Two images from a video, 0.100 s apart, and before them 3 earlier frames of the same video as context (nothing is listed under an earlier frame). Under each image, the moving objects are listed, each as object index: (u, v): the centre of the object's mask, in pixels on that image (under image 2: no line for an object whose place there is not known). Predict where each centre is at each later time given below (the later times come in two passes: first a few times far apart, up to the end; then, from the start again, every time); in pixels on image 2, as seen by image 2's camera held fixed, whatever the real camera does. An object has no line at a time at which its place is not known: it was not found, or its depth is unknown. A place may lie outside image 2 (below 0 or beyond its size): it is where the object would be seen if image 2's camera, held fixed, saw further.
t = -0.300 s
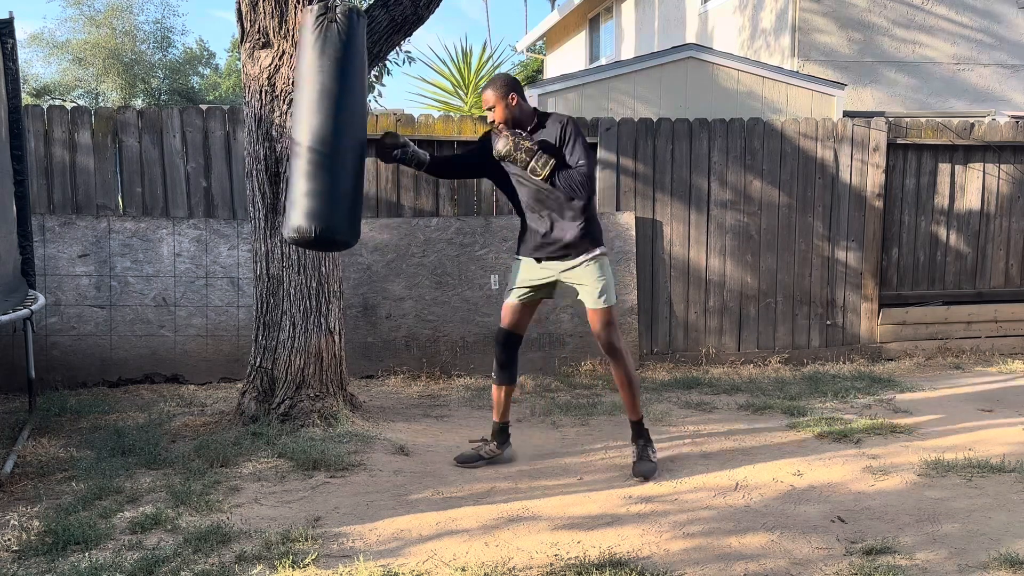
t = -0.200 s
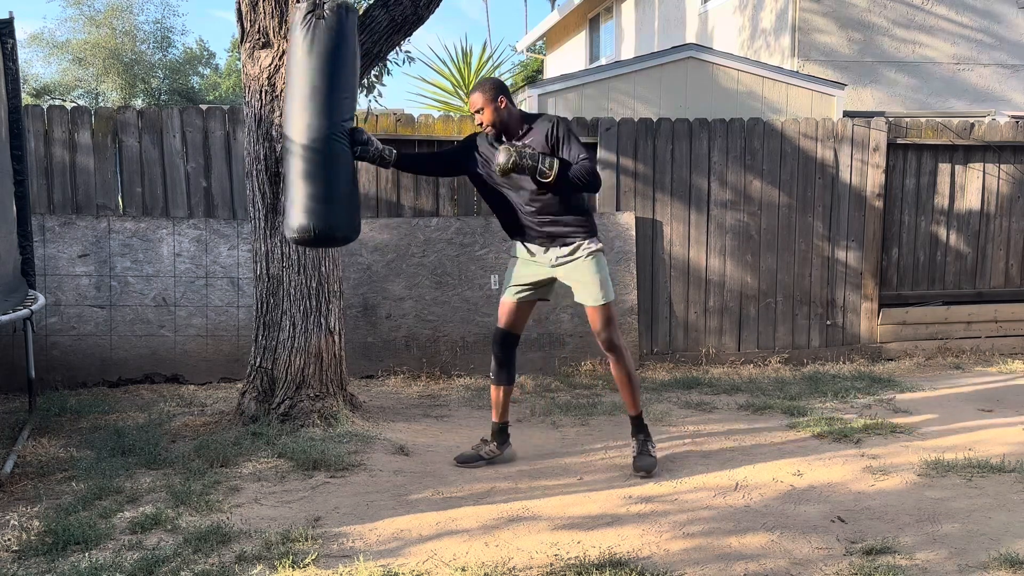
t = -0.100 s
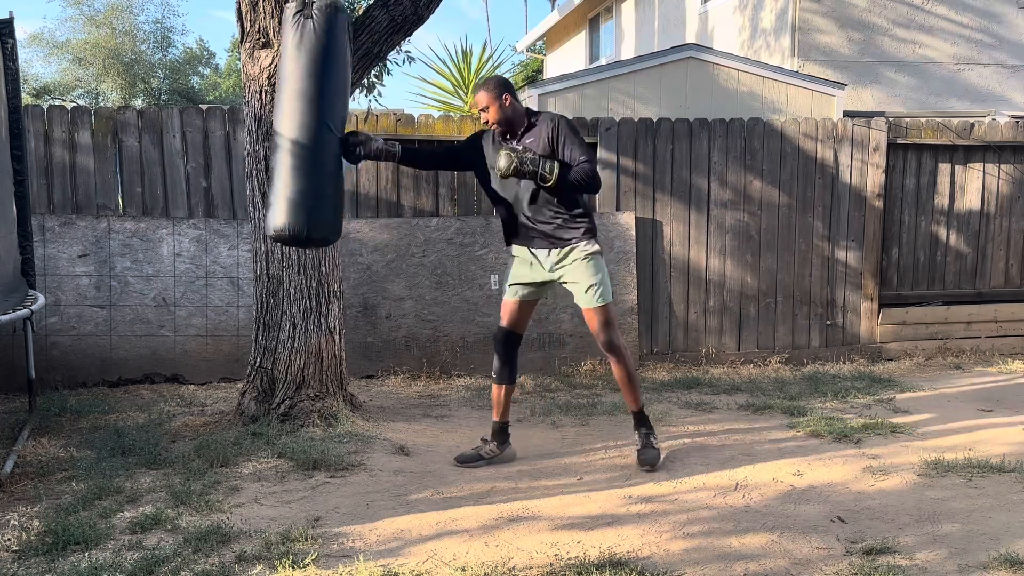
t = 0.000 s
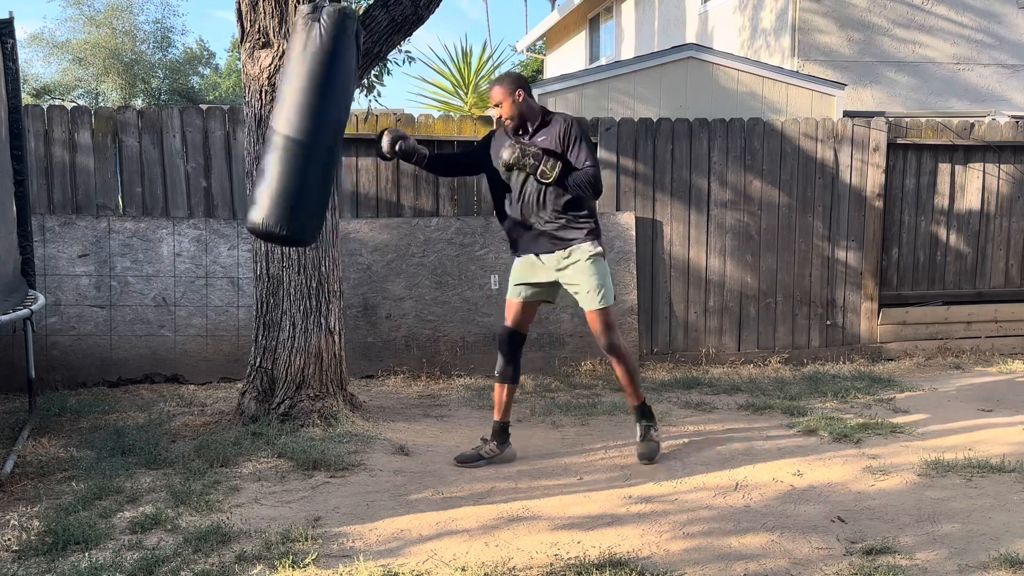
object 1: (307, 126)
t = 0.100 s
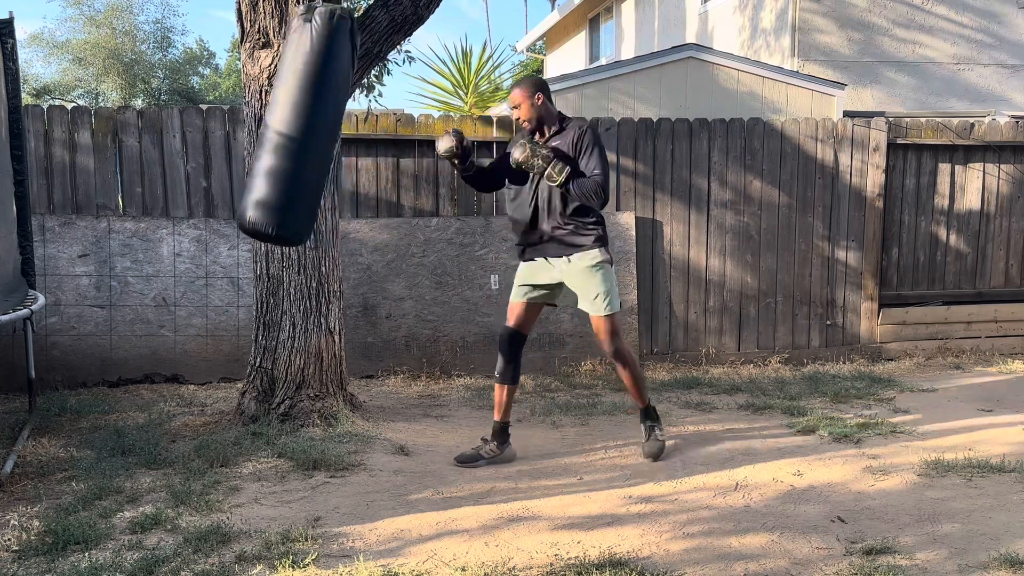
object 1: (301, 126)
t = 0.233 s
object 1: (294, 125)
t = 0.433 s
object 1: (309, 128)
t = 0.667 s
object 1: (333, 131)
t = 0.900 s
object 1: (362, 131)
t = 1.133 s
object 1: (388, 128)
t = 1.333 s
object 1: (398, 128)
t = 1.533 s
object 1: (393, 129)
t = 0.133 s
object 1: (298, 127)
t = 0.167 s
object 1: (295, 127)
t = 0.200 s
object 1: (294, 125)
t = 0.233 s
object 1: (294, 125)
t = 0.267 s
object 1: (295, 126)
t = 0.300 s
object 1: (297, 127)
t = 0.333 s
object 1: (300, 128)
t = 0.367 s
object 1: (303, 128)
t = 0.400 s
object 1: (306, 128)
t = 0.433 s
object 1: (309, 128)
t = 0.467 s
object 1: (311, 128)
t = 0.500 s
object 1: (313, 129)
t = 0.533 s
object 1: (316, 129)
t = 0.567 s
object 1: (319, 129)
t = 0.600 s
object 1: (323, 130)
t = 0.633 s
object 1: (328, 131)
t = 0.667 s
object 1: (333, 131)
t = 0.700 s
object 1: (338, 132)
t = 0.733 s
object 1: (343, 131)
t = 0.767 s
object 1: (347, 131)
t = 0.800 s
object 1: (351, 132)
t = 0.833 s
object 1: (354, 131)
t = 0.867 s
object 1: (358, 131)
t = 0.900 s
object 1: (362, 131)
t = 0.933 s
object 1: (366, 131)
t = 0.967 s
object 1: (371, 130)
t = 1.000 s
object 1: (375, 130)
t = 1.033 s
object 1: (379, 129)
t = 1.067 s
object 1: (383, 129)
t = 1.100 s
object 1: (386, 128)
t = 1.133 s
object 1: (388, 128)
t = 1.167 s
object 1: (390, 129)
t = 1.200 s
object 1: (391, 128)
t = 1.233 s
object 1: (393, 128)
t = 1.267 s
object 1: (395, 128)
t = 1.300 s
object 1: (397, 128)
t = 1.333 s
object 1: (398, 128)
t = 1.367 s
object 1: (399, 128)
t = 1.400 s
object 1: (399, 128)
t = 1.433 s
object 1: (398, 128)
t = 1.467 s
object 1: (397, 128)
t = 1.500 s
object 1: (395, 128)
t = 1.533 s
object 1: (393, 129)
